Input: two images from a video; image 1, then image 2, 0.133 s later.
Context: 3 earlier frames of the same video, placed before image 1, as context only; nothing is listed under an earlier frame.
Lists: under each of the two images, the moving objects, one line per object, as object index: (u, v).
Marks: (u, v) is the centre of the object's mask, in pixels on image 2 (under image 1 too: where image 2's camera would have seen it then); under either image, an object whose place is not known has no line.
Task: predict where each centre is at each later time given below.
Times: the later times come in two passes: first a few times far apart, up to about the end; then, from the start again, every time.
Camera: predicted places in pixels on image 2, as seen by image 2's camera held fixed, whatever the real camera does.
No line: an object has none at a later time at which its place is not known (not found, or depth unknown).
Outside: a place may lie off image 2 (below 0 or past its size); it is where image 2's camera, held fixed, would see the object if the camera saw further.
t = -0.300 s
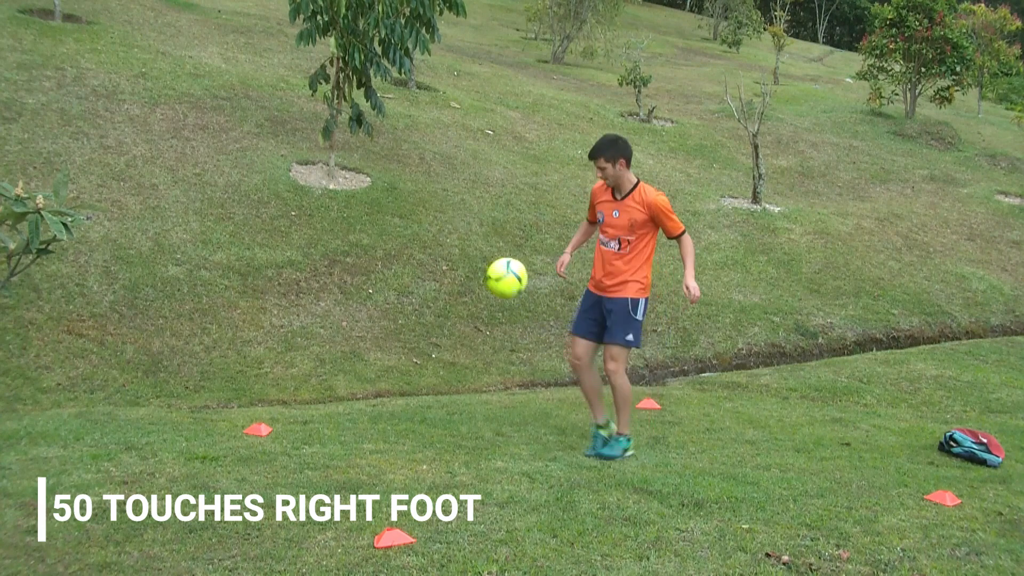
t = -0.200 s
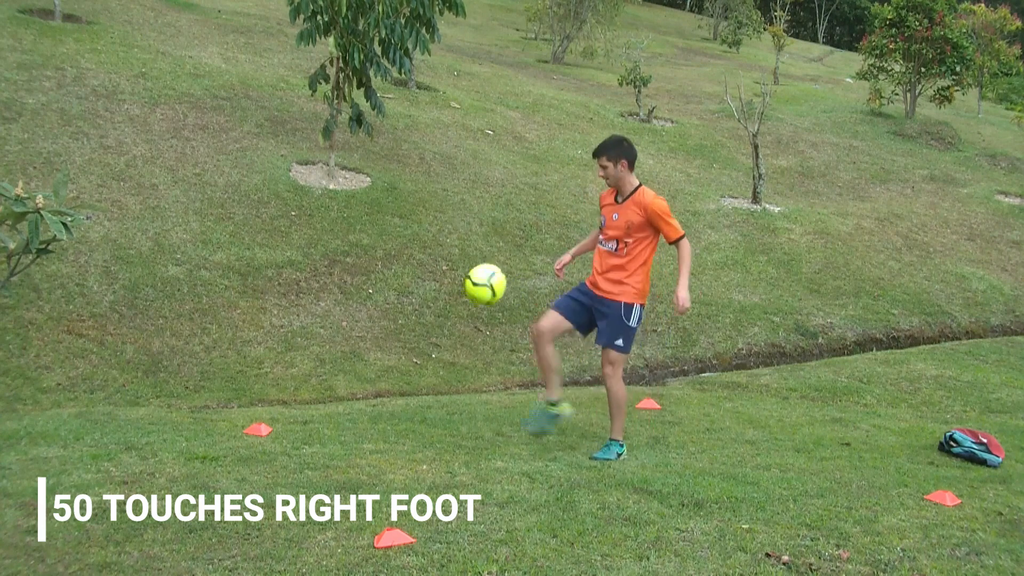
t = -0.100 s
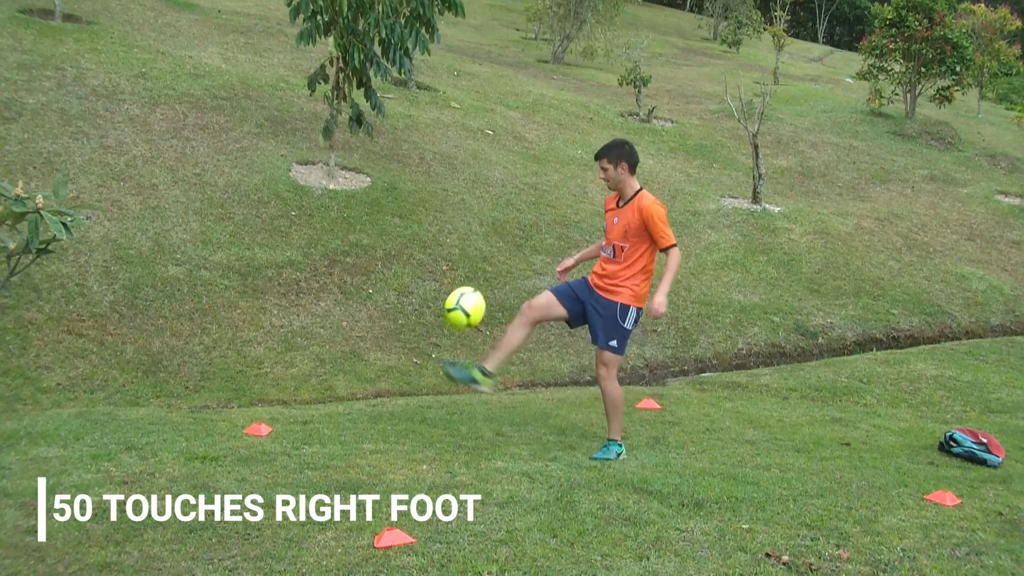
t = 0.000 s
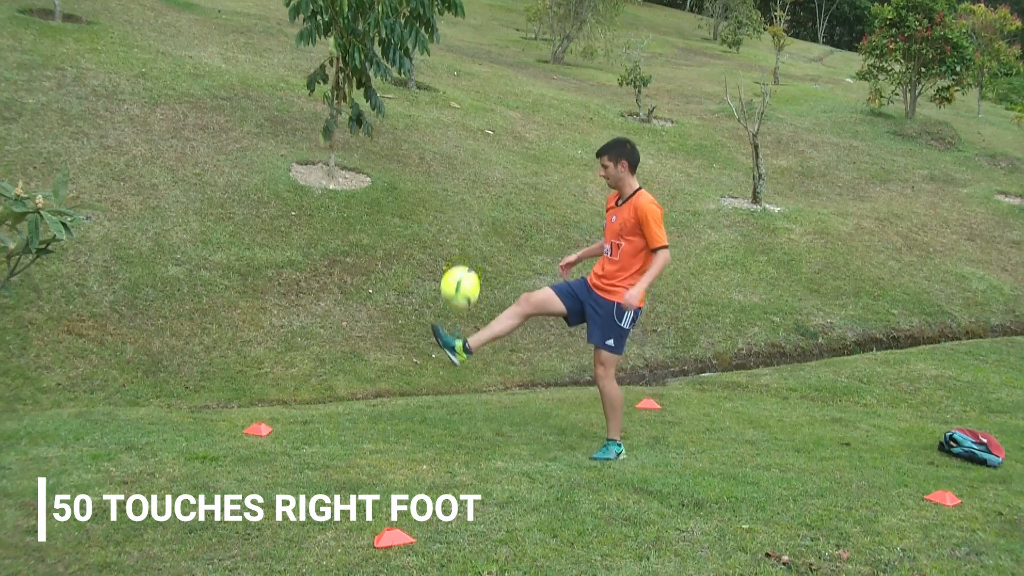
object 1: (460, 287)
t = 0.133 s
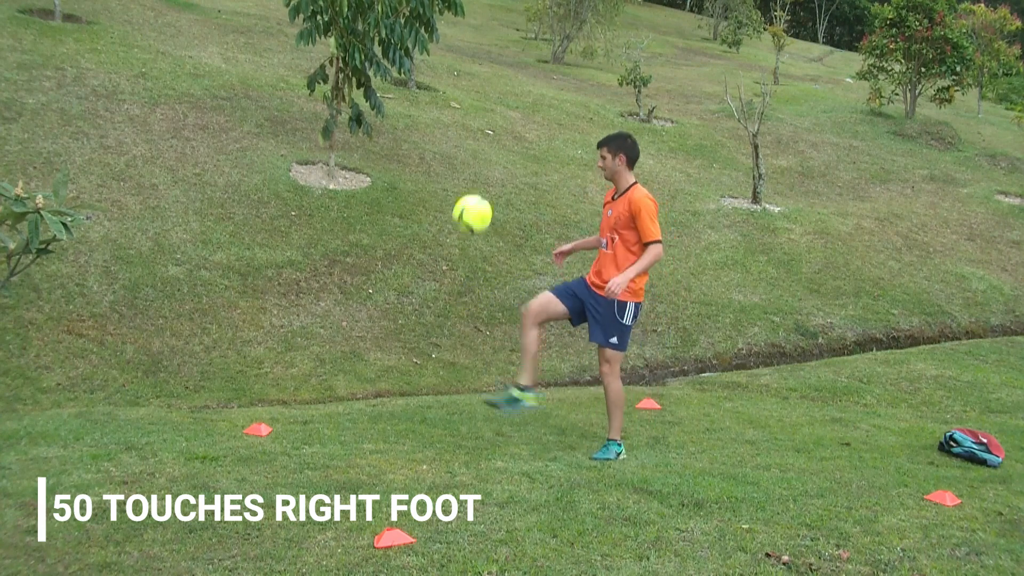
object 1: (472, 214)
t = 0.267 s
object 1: (483, 173)
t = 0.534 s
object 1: (506, 184)
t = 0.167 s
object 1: (475, 201)
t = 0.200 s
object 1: (478, 190)
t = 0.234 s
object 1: (481, 180)
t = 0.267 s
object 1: (483, 173)
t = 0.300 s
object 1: (486, 168)
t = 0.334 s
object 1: (490, 164)
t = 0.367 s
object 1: (492, 163)
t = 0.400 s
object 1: (495, 163)
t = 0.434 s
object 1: (498, 165)
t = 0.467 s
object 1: (501, 169)
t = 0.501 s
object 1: (503, 176)
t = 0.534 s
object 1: (506, 184)
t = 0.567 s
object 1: (508, 192)
